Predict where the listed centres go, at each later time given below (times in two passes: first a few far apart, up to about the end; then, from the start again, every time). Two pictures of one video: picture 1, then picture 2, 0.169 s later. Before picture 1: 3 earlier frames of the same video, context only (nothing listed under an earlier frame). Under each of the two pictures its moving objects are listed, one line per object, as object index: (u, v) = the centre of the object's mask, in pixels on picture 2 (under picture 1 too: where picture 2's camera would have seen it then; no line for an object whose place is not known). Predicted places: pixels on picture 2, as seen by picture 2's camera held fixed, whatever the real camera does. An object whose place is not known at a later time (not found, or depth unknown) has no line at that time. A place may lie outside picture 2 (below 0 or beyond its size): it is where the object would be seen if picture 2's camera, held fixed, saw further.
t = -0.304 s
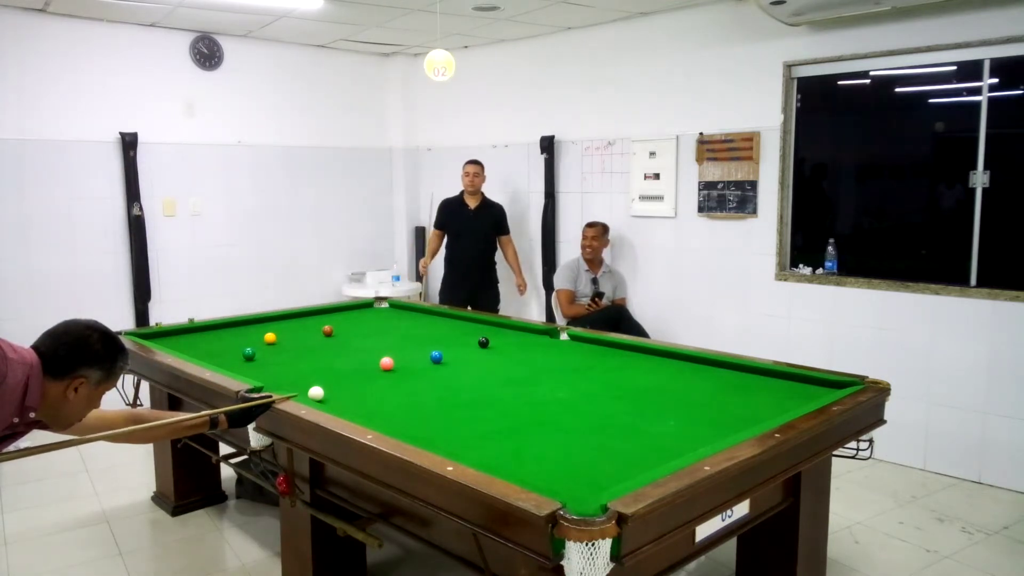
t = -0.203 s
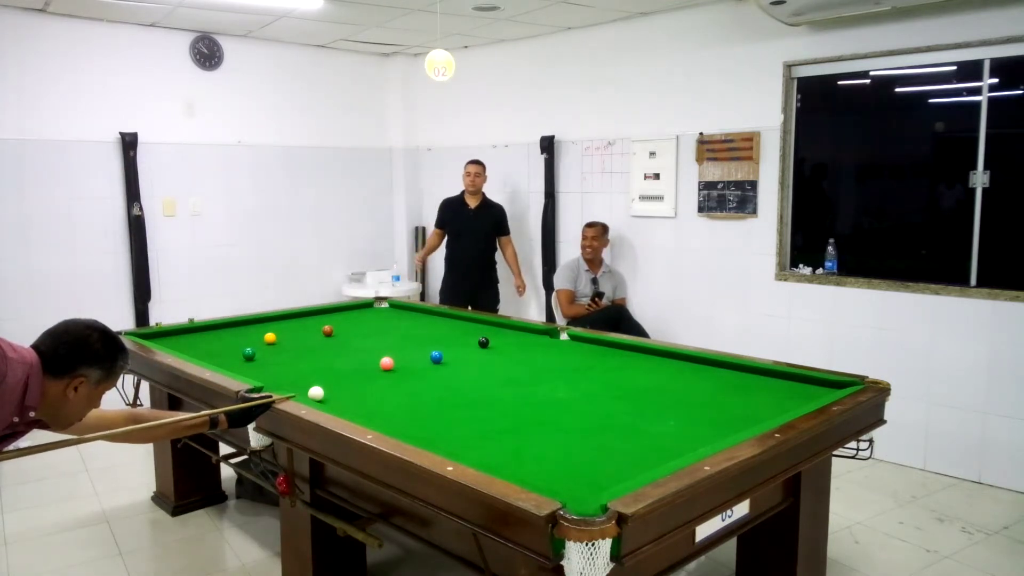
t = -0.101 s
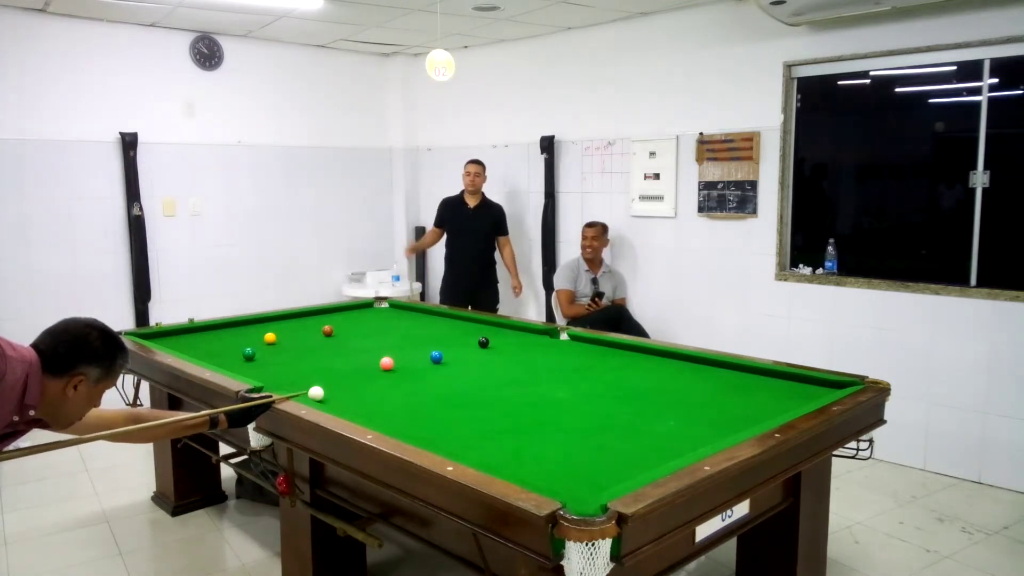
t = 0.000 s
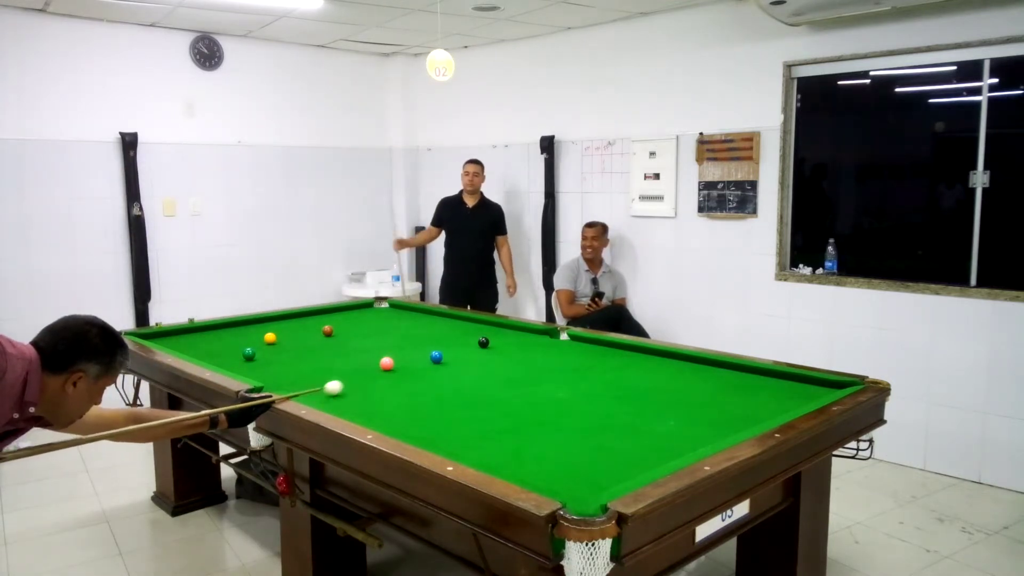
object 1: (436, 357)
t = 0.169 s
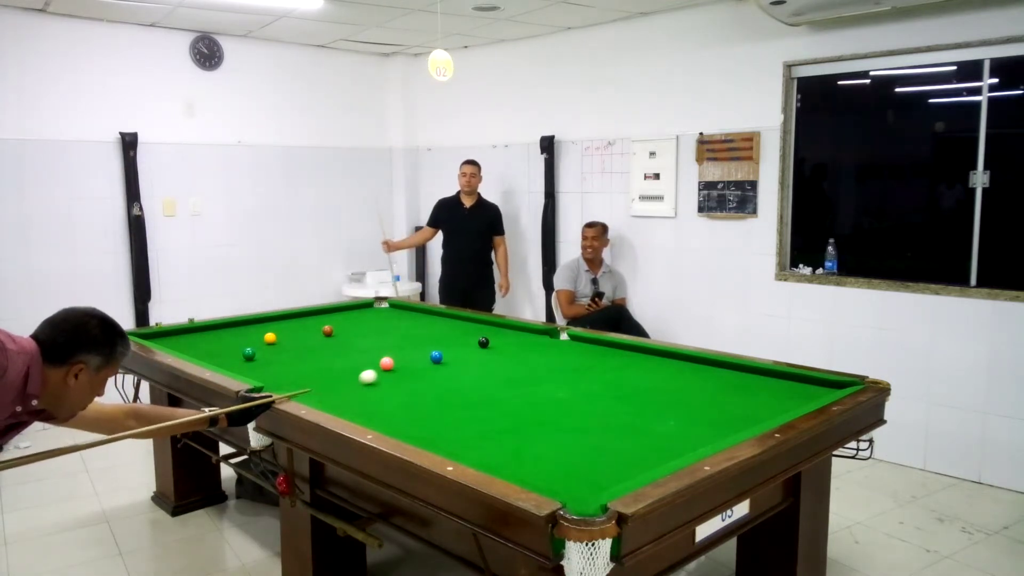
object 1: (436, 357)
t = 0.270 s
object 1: (436, 357)
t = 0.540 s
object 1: (442, 355)
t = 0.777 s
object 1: (471, 350)
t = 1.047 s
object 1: (498, 345)
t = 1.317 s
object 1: (523, 340)
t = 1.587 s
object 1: (544, 336)
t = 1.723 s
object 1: (554, 334)
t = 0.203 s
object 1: (436, 357)
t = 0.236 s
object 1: (436, 357)
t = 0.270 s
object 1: (436, 357)
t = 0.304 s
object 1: (436, 357)
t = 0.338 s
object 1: (436, 357)
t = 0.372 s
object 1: (436, 357)
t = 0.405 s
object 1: (436, 357)
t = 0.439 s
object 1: (436, 357)
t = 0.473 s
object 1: (436, 357)
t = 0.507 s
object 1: (437, 356)
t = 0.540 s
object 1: (442, 355)
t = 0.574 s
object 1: (447, 354)
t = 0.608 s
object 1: (451, 354)
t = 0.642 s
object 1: (456, 353)
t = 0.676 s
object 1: (459, 352)
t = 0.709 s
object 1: (463, 351)
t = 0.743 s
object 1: (467, 351)
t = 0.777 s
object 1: (471, 350)
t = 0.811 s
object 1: (474, 349)
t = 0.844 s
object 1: (478, 349)
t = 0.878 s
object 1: (481, 348)
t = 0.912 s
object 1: (485, 348)
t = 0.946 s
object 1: (488, 347)
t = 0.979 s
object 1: (492, 346)
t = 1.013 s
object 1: (495, 346)
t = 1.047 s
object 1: (498, 345)
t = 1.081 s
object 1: (501, 344)
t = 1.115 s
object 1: (504, 343)
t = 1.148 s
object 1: (508, 343)
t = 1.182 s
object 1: (511, 342)
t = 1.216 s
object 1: (514, 342)
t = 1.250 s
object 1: (517, 341)
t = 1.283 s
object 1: (520, 341)
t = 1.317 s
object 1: (523, 340)
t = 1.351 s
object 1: (526, 339)
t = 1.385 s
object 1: (529, 339)
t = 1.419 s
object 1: (531, 338)
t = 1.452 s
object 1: (534, 338)
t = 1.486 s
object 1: (537, 337)
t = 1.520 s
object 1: (539, 337)
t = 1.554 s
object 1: (542, 336)
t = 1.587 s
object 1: (544, 336)
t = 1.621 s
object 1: (547, 335)
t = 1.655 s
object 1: (549, 335)
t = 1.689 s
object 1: (552, 334)
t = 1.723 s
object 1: (554, 334)
